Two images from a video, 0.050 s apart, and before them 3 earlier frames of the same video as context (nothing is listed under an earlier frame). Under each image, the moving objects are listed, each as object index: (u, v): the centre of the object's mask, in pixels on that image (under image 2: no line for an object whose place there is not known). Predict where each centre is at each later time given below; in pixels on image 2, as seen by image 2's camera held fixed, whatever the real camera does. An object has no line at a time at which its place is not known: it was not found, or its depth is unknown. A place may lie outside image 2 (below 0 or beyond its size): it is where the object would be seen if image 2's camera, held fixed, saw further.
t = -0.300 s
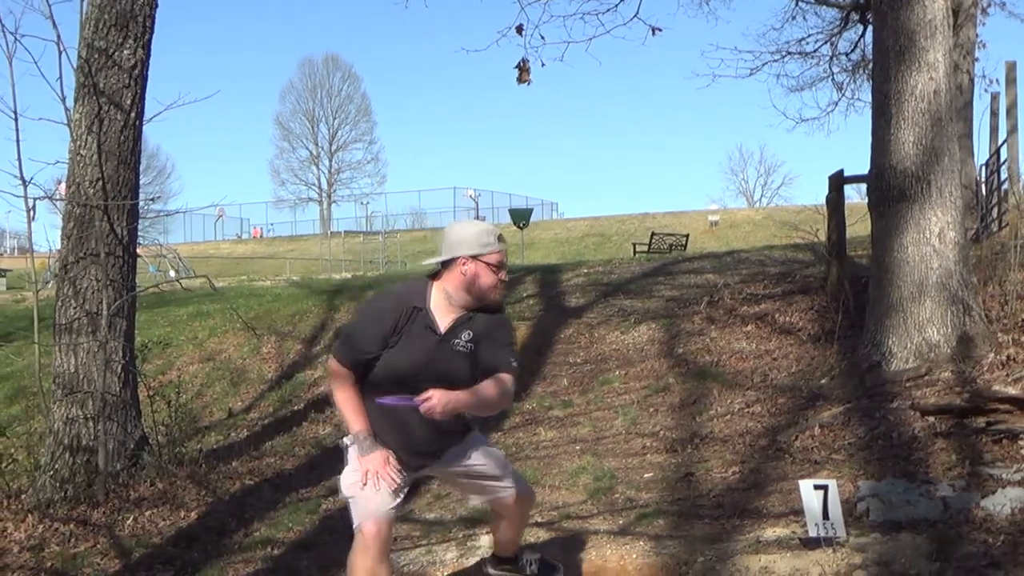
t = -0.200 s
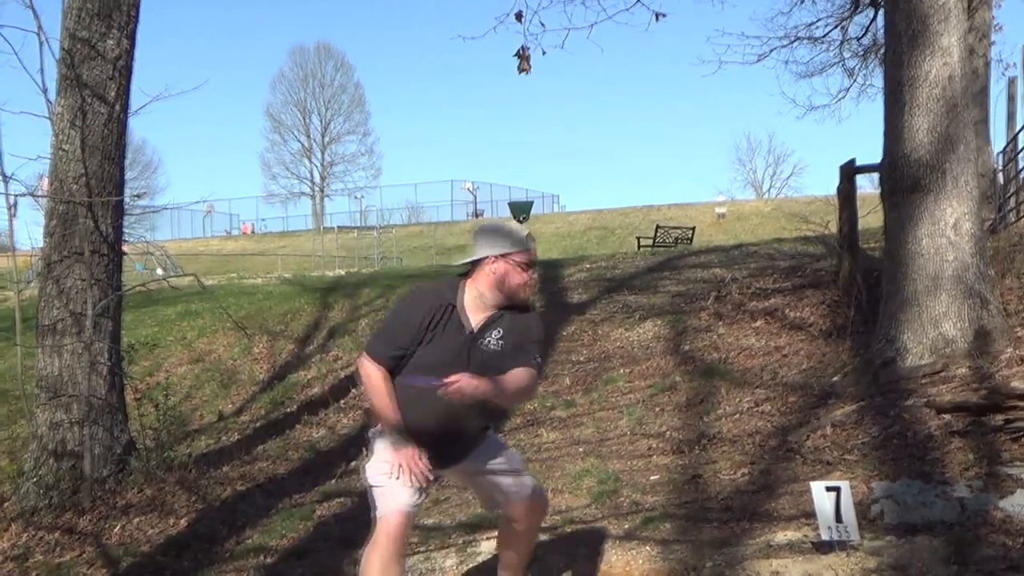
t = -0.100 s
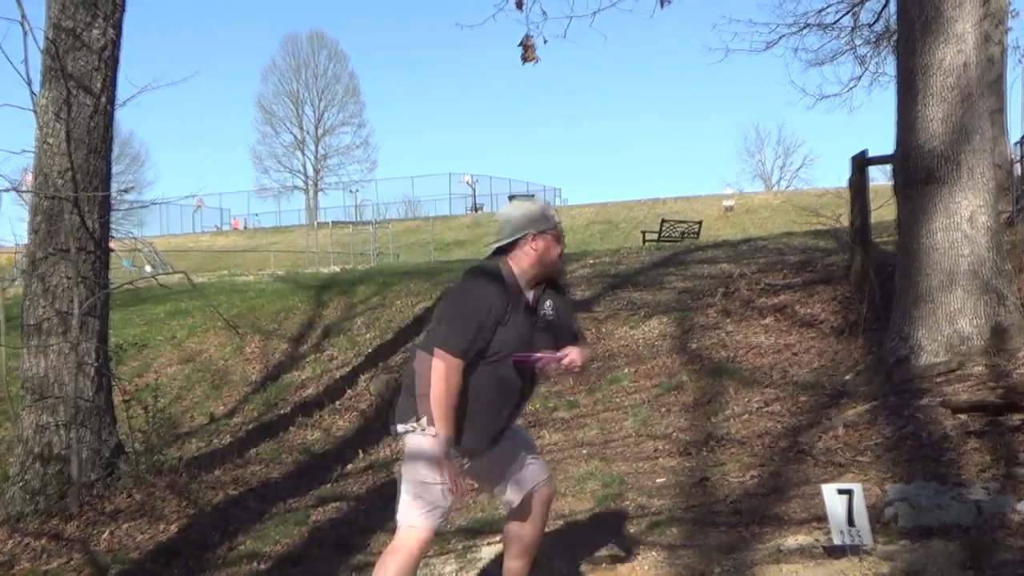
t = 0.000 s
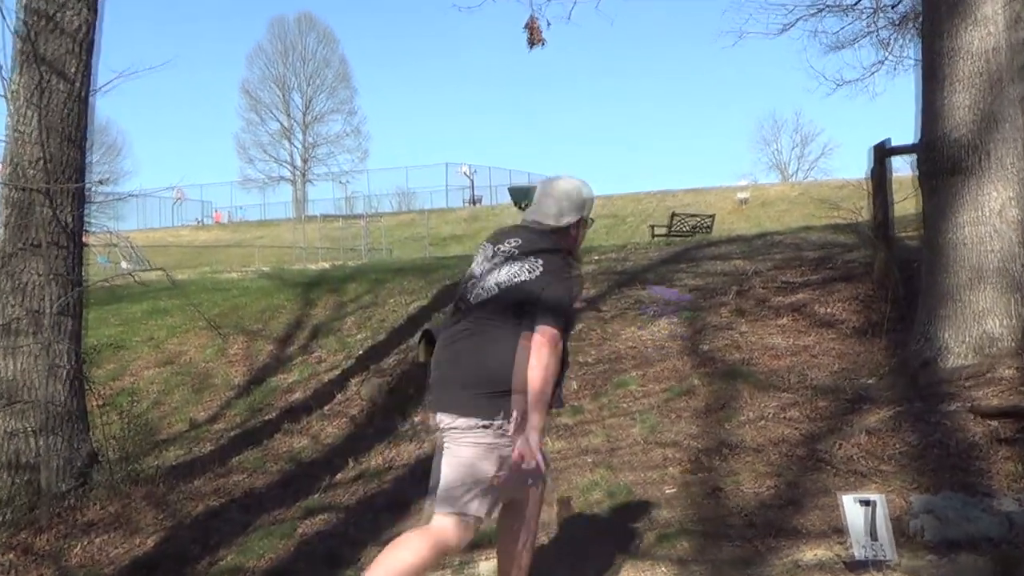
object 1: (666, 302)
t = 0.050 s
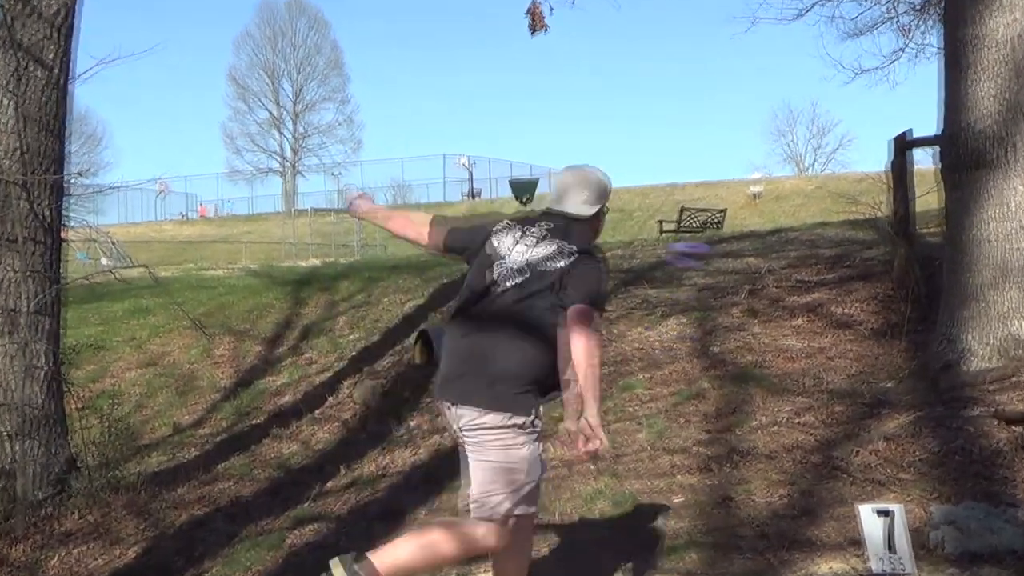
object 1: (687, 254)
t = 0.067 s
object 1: (692, 239)
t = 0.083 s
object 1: (695, 225)
